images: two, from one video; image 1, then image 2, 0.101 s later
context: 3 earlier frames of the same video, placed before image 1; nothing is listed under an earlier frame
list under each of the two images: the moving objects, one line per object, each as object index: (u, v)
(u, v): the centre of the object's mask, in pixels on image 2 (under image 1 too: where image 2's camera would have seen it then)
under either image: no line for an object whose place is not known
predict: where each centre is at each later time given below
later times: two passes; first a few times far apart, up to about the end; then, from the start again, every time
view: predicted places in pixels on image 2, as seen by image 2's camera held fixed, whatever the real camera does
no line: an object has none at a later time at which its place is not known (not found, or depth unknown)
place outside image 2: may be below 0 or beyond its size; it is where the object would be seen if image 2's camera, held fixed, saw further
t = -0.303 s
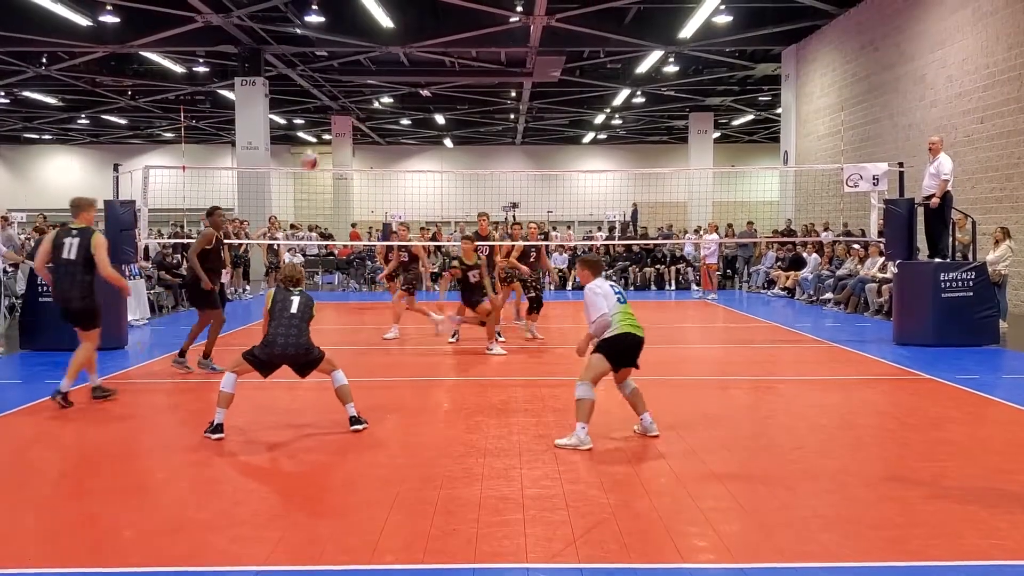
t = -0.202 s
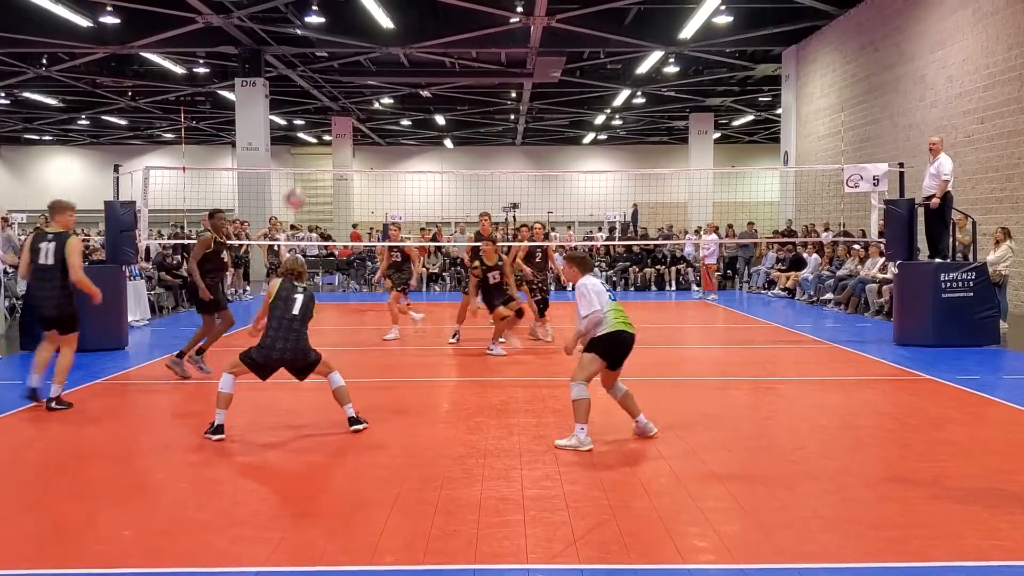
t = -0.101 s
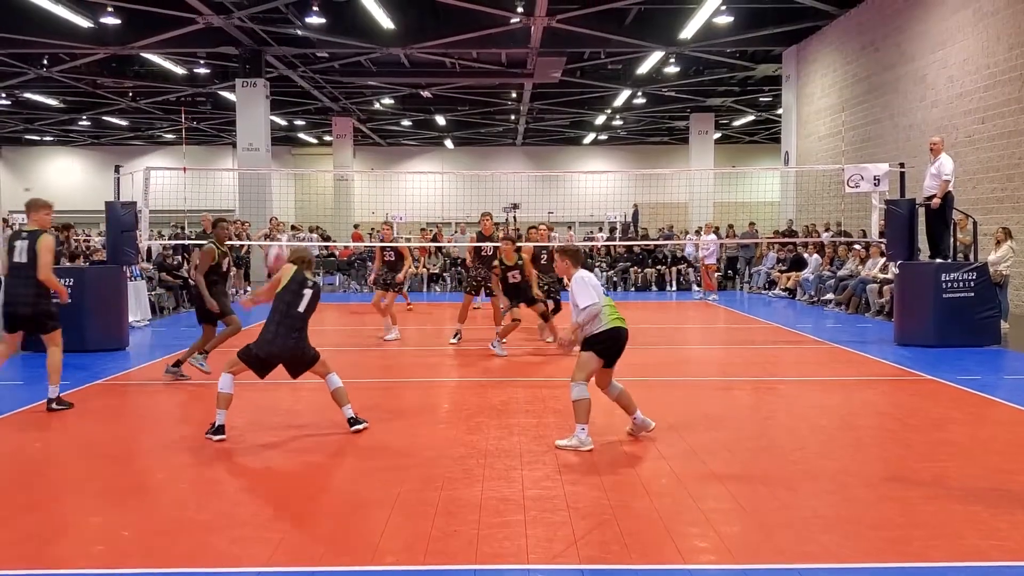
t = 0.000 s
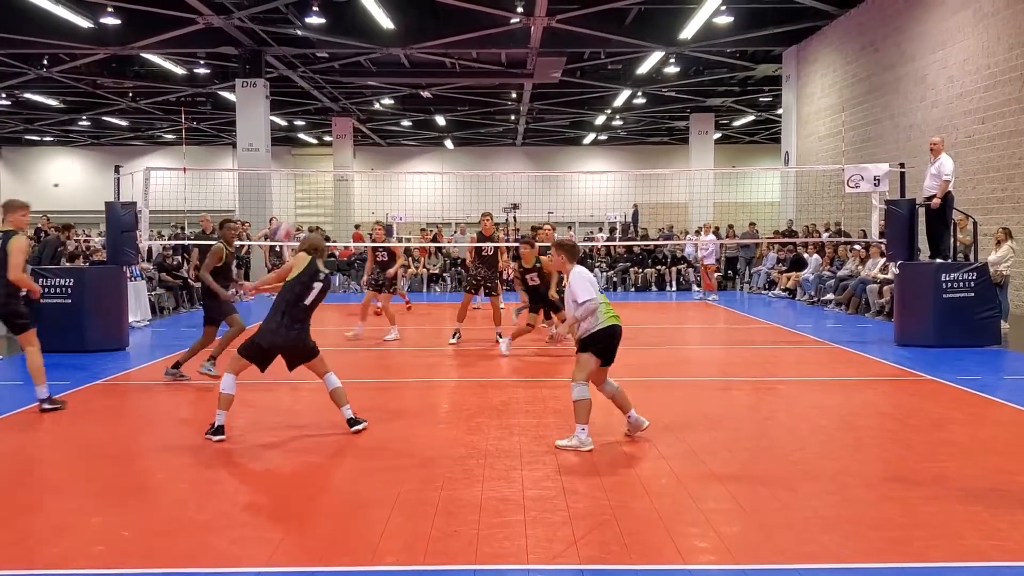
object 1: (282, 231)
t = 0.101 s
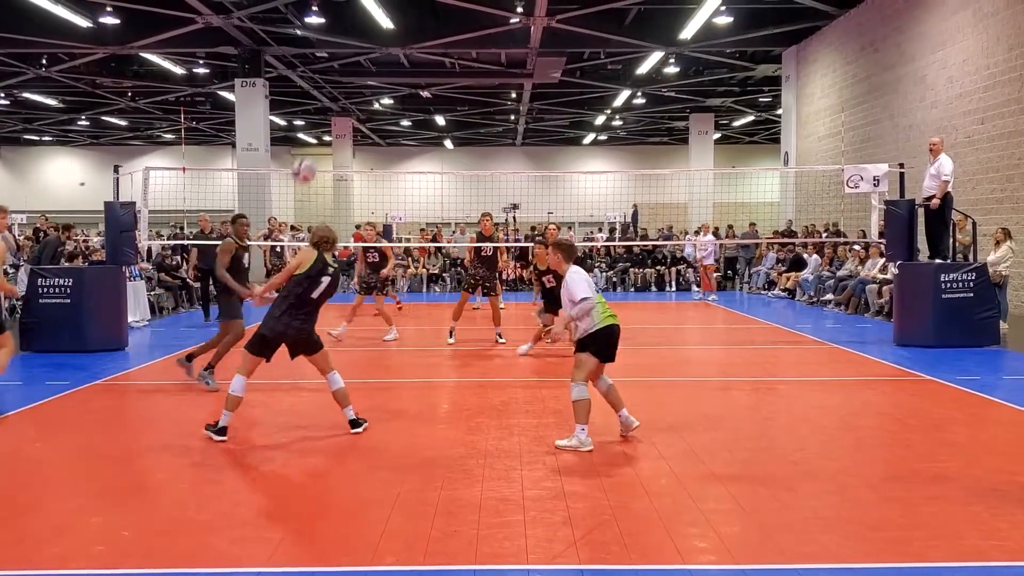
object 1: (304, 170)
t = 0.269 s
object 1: (336, 105)
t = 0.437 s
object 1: (365, 77)
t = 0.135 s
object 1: (311, 153)
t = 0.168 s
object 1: (318, 138)
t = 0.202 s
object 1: (324, 126)
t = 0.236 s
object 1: (330, 115)
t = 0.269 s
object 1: (336, 105)
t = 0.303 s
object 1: (342, 98)
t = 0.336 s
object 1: (348, 90)
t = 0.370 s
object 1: (354, 85)
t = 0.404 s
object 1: (359, 81)
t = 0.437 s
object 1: (365, 77)
